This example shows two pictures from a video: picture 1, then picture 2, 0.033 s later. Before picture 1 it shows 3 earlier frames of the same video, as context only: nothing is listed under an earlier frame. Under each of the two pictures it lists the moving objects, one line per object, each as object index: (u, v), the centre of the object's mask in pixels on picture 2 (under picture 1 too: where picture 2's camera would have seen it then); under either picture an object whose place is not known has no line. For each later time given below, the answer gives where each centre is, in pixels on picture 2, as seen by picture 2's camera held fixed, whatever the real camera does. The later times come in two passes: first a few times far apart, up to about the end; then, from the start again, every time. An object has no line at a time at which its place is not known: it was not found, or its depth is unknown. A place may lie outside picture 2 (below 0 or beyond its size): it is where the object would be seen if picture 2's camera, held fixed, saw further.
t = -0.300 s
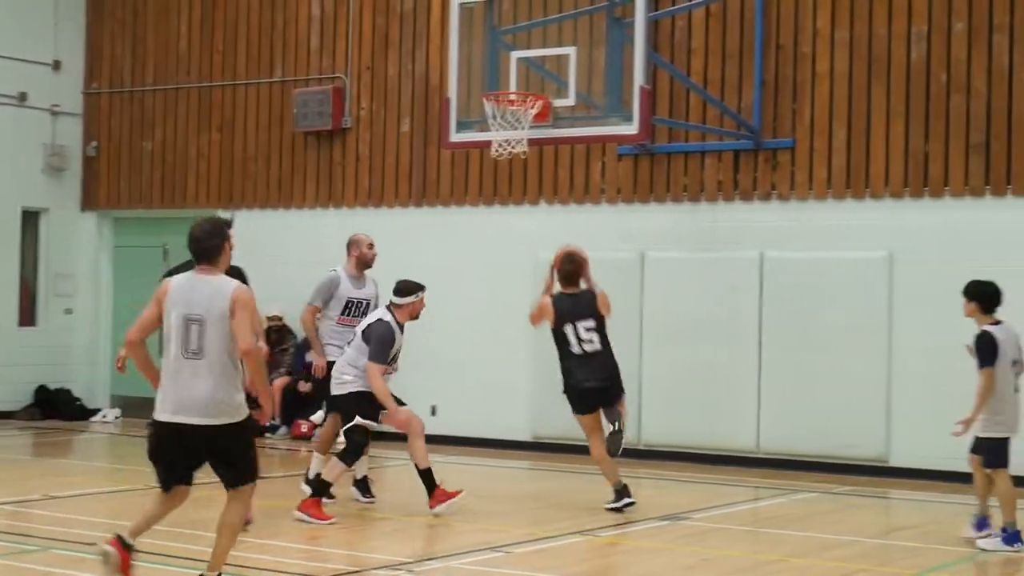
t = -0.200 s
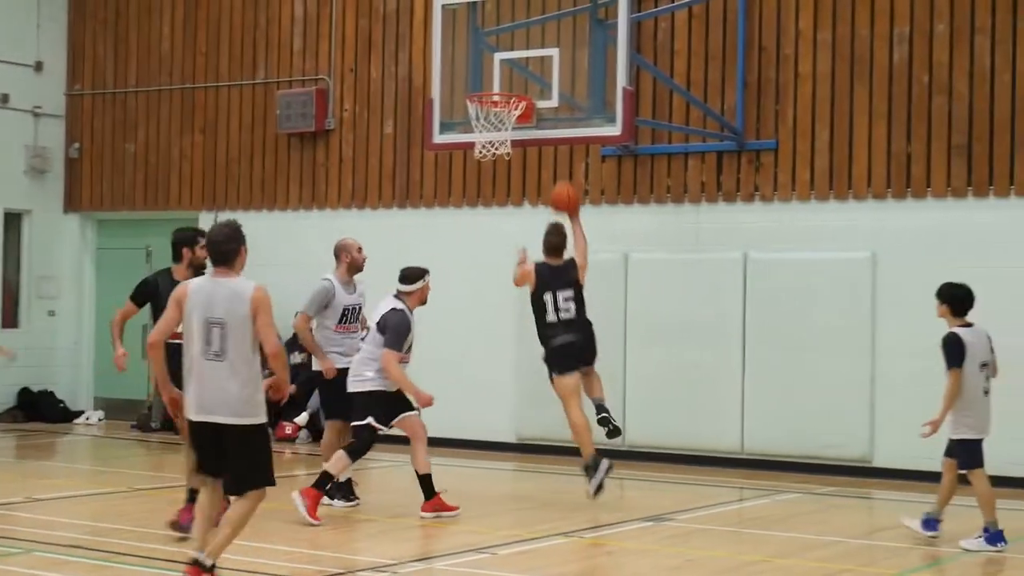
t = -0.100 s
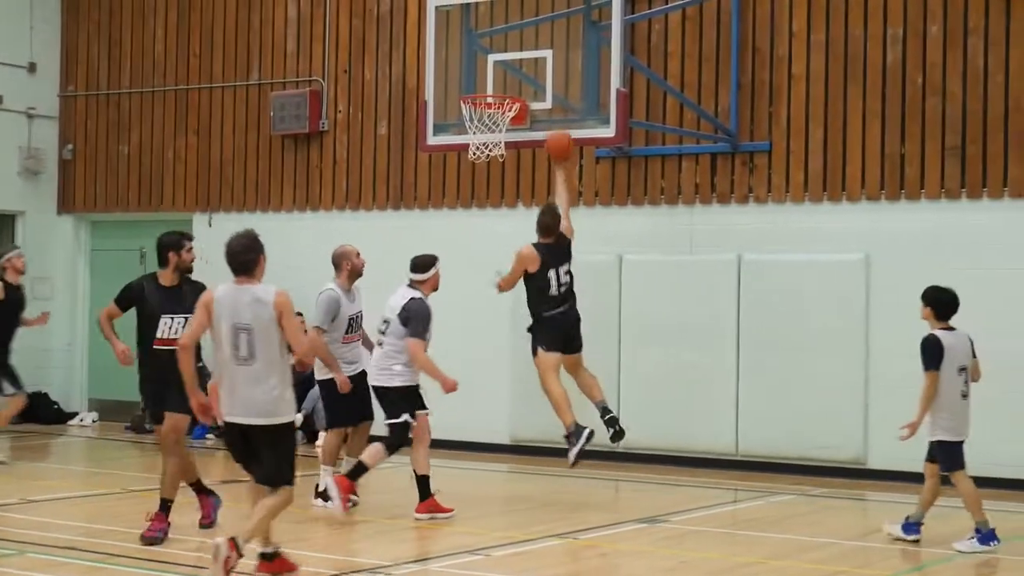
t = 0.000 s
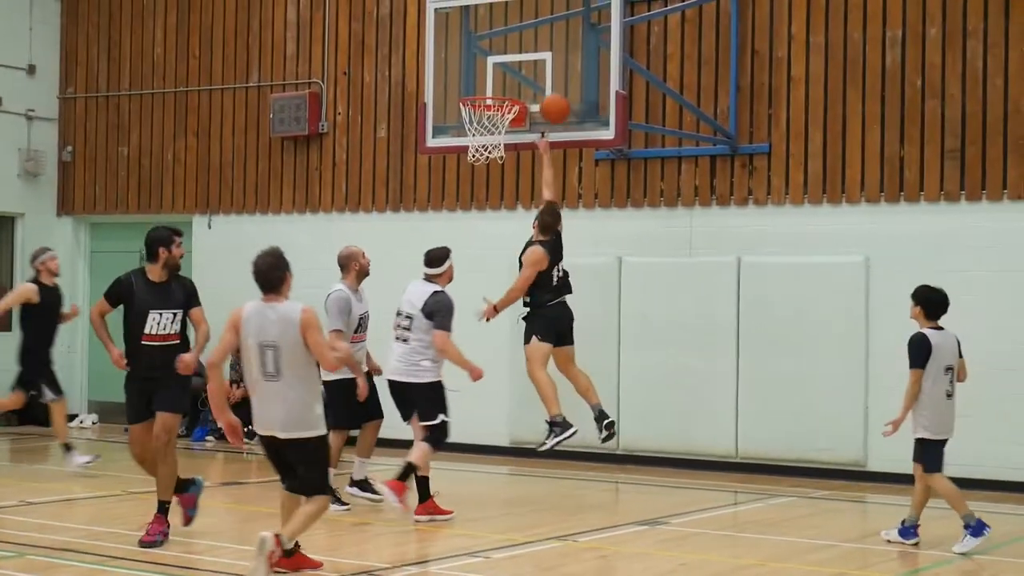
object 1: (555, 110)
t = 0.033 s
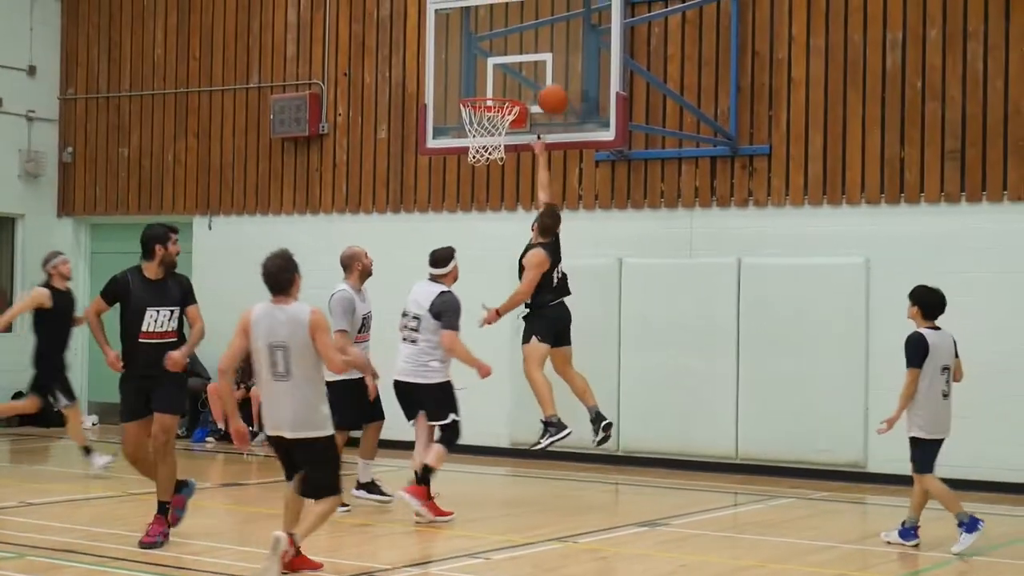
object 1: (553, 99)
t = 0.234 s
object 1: (540, 65)
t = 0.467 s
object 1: (515, 81)
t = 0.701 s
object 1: (489, 83)
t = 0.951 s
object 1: (491, 115)
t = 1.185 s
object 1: (503, 162)
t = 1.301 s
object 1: (503, 202)
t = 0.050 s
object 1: (552, 95)
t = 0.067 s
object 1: (552, 90)
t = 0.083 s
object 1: (551, 87)
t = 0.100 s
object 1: (550, 83)
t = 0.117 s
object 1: (549, 80)
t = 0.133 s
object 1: (549, 77)
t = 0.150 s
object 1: (547, 74)
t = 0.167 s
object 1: (545, 72)
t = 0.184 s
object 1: (543, 69)
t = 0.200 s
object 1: (543, 68)
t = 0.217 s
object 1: (541, 66)
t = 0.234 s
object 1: (540, 65)
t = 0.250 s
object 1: (537, 63)
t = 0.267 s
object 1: (536, 62)
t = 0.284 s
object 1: (533, 62)
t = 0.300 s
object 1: (532, 62)
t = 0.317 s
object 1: (530, 63)
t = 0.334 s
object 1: (529, 63)
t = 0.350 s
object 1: (527, 64)
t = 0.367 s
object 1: (526, 66)
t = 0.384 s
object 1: (527, 67)
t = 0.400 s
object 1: (524, 70)
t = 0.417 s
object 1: (520, 72)
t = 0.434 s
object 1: (519, 75)
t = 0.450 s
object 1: (520, 77)
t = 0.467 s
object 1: (515, 81)
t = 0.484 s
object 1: (512, 84)
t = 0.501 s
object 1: (512, 84)
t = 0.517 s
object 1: (509, 83)
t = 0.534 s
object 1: (509, 82)
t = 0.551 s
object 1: (507, 81)
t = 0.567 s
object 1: (505, 80)
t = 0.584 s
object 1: (501, 79)
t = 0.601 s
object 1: (500, 78)
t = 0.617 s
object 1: (498, 79)
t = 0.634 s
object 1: (497, 79)
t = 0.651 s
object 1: (493, 79)
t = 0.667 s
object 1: (492, 80)
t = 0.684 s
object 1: (491, 81)
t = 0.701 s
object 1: (489, 83)
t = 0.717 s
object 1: (487, 83)
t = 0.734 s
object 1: (484, 86)
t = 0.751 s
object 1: (483, 87)
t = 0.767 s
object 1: (480, 89)
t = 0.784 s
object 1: (479, 90)
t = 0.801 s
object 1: (479, 91)
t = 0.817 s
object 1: (479, 91)
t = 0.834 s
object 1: (480, 92)
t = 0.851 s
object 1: (481, 93)
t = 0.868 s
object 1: (482, 102)
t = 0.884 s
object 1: (484, 104)
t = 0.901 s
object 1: (486, 106)
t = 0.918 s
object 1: (485, 109)
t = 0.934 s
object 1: (485, 110)
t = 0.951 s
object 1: (491, 115)
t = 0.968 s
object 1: (494, 117)
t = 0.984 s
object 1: (495, 121)
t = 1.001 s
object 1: (497, 127)
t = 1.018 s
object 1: (498, 130)
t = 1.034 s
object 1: (499, 131)
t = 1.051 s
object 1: (499, 134)
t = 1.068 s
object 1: (499, 138)
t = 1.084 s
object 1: (501, 139)
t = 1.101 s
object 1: (499, 153)
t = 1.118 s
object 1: (499, 153)
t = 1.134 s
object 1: (500, 154)
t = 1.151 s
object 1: (501, 156)
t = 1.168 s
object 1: (502, 158)
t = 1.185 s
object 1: (503, 162)
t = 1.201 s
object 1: (503, 167)
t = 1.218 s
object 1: (503, 171)
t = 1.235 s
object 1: (503, 175)
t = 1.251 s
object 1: (503, 182)
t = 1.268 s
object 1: (503, 188)
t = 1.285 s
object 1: (502, 196)
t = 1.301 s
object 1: (503, 202)
